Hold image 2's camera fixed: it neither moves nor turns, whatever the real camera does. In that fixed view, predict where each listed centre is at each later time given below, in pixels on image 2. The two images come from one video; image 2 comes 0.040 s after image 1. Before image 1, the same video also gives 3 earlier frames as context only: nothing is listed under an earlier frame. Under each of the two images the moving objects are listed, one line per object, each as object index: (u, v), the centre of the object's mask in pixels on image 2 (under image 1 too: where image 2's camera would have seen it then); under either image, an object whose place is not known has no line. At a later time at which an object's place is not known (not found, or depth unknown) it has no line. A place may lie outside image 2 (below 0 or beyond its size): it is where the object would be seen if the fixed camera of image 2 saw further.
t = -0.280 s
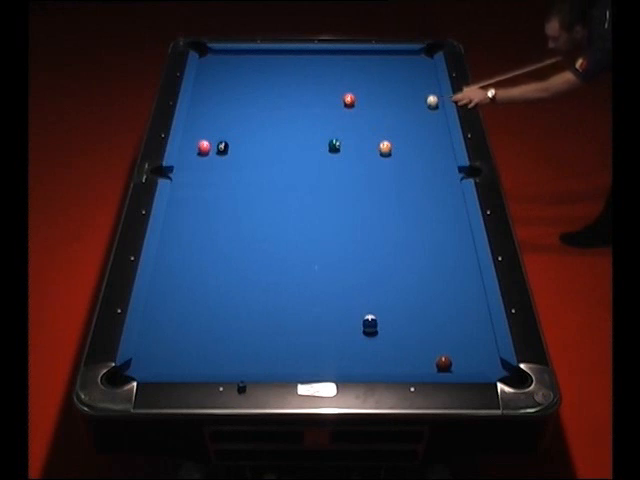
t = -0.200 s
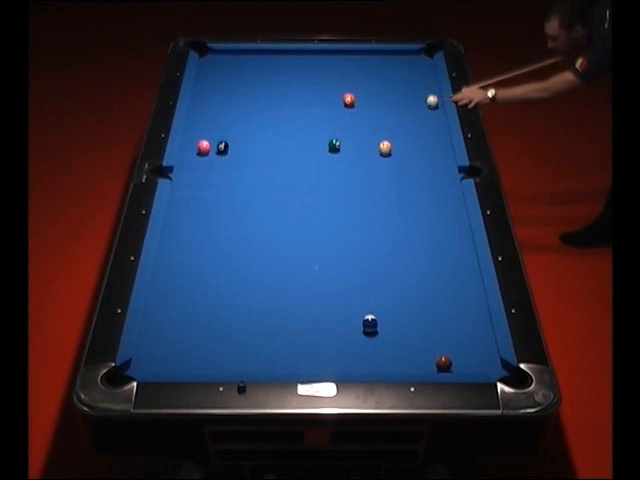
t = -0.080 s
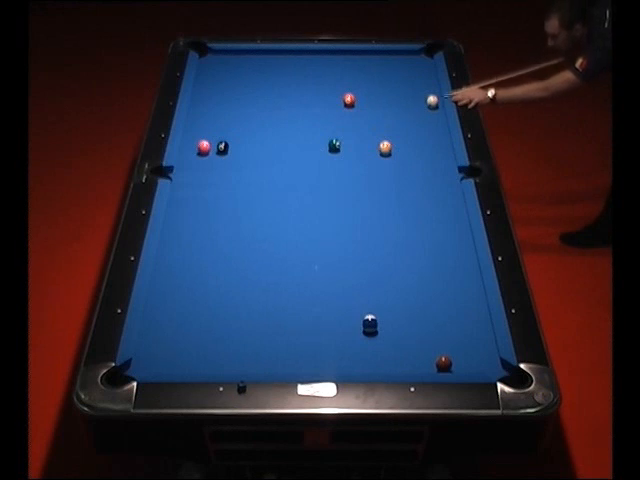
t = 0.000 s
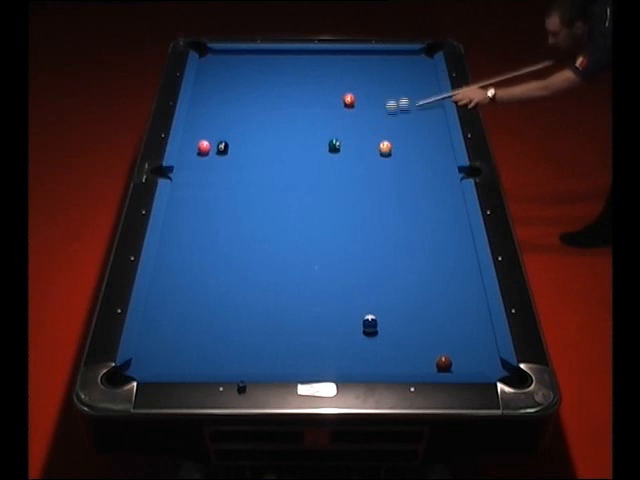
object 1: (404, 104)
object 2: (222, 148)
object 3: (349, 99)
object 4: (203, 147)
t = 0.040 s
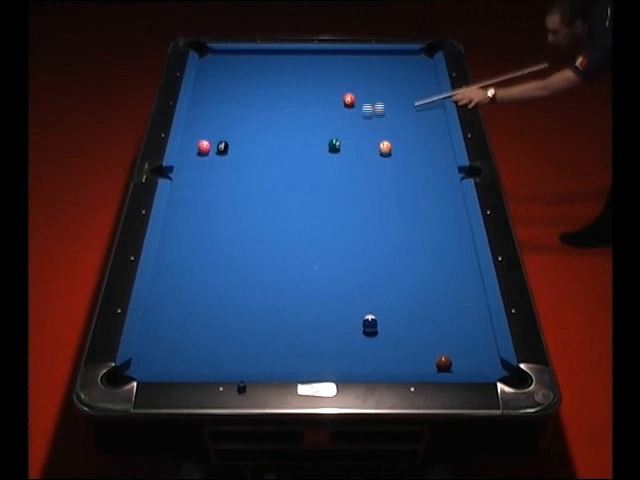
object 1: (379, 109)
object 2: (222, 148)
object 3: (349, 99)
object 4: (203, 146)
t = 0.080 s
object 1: (355, 113)
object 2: (222, 148)
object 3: (349, 99)
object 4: (203, 147)
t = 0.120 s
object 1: (331, 116)
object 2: (222, 148)
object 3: (349, 99)
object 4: (203, 147)
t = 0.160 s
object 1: (307, 120)
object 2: (222, 148)
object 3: (349, 99)
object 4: (203, 147)
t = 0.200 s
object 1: (283, 124)
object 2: (222, 148)
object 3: (349, 99)
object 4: (203, 146)
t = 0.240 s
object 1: (259, 127)
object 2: (222, 148)
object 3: (349, 99)
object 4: (203, 147)
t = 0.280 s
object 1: (235, 131)
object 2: (222, 148)
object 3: (349, 99)
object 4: (203, 147)
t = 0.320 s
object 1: (211, 134)
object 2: (222, 148)
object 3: (349, 99)
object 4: (203, 147)
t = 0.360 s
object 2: (222, 148)
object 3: (349, 99)
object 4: (203, 147)
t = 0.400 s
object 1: (213, 140)
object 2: (222, 148)
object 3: (349, 99)
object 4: (203, 146)
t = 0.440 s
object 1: (227, 136)
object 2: (227, 150)
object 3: (349, 99)
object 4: (203, 147)
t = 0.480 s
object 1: (236, 133)
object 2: (234, 155)
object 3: (349, 99)
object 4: (203, 148)
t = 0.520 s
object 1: (245, 130)
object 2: (241, 160)
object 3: (349, 99)
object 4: (203, 148)
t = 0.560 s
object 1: (254, 127)
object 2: (248, 164)
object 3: (349, 99)
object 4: (203, 149)
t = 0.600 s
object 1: (261, 125)
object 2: (255, 168)
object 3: (349, 99)
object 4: (203, 150)
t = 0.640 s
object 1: (265, 123)
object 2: (261, 172)
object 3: (349, 99)
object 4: (202, 151)
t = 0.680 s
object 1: (270, 122)
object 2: (267, 176)
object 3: (349, 99)
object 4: (202, 151)
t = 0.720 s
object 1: (277, 119)
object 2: (273, 180)
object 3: (349, 99)
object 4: (202, 151)
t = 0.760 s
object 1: (283, 117)
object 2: (279, 183)
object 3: (349, 99)
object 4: (202, 152)
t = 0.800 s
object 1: (289, 115)
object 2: (286, 187)
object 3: (349, 99)
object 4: (202, 153)
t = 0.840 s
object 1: (295, 113)
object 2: (292, 191)
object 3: (349, 99)
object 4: (202, 153)
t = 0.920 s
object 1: (306, 110)
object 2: (305, 199)
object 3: (349, 99)
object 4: (201, 154)
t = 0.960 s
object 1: (312, 107)
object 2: (311, 203)
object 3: (349, 99)
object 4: (201, 154)
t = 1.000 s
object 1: (318, 105)
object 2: (318, 207)
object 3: (349, 99)
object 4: (201, 155)
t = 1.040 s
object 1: (323, 104)
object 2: (325, 211)
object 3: (349, 99)
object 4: (201, 155)
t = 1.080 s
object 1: (329, 102)
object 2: (331, 216)
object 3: (349, 99)
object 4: (200, 156)
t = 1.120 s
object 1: (334, 100)
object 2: (338, 219)
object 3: (349, 99)
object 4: (200, 156)
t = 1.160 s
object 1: (337, 98)
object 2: (344, 223)
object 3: (350, 100)
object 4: (200, 157)
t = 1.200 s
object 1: (339, 96)
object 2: (351, 228)
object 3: (355, 100)
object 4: (200, 157)
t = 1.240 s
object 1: (340, 94)
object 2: (358, 232)
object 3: (358, 100)
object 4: (199, 157)
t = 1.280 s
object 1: (342, 92)
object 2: (365, 236)
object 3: (361, 100)
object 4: (199, 158)
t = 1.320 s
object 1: (343, 90)
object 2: (372, 240)
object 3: (364, 101)
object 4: (199, 158)
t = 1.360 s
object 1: (345, 88)
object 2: (379, 245)
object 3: (367, 101)
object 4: (199, 158)
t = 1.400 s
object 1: (346, 86)
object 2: (386, 249)
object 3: (371, 101)
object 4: (199, 159)
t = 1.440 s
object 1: (348, 84)
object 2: (393, 254)
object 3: (374, 102)
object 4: (198, 159)
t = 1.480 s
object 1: (350, 82)
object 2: (400, 258)
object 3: (377, 102)
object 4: (198, 159)
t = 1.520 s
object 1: (351, 80)
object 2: (407, 262)
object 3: (380, 102)
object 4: (198, 159)
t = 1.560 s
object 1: (353, 78)
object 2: (415, 267)
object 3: (383, 102)
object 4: (198, 159)
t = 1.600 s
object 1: (354, 76)
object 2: (422, 271)
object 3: (386, 102)
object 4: (198, 160)
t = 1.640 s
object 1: (356, 74)
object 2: (429, 276)
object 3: (389, 103)
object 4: (197, 160)
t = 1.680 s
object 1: (357, 73)
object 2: (437, 280)
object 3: (392, 103)
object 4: (197, 160)
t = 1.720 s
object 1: (359, 71)
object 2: (444, 285)
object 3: (395, 103)
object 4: (197, 160)
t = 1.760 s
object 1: (360, 69)
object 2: (452, 290)
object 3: (398, 104)
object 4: (197, 160)
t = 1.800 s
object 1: (361, 68)
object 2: (459, 294)
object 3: (400, 104)
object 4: (197, 161)
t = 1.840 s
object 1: (362, 65)
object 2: (467, 299)
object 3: (403, 104)
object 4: (197, 160)
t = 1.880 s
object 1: (363, 64)
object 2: (475, 304)
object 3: (406, 104)
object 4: (197, 161)
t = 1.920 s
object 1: (365, 62)
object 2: (480, 308)
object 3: (408, 104)
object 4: (196, 161)
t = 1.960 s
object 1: (366, 60)
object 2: (477, 312)
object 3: (411, 104)
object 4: (196, 161)
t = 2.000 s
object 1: (368, 58)
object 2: (473, 316)
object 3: (414, 105)
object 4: (196, 161)
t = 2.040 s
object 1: (369, 57)
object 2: (470, 319)
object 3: (417, 105)
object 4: (196, 161)
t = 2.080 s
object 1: (370, 55)
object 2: (468, 323)
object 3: (420, 105)
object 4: (196, 161)
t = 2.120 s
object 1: (371, 54)
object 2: (465, 327)
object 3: (422, 105)
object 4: (196, 161)
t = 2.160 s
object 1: (373, 52)
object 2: (463, 331)
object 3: (425, 106)
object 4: (196, 161)
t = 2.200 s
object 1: (374, 52)
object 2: (460, 335)
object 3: (428, 106)
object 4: (195, 161)
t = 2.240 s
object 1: (374, 52)
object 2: (457, 339)
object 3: (430, 106)
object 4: (195, 161)
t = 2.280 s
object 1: (374, 53)
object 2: (455, 342)
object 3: (433, 107)
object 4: (195, 161)
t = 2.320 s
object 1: (374, 54)
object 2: (452, 345)
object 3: (436, 107)
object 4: (195, 161)
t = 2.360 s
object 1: (375, 55)
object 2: (450, 348)
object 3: (438, 107)
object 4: (195, 161)
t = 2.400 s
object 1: (375, 55)
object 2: (447, 350)
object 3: (437, 107)
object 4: (195, 161)
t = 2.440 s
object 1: (375, 56)
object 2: (443, 351)
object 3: (436, 107)
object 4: (195, 161)
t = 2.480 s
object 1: (376, 57)
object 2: (440, 353)
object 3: (435, 108)
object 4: (196, 161)
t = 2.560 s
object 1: (377, 58)
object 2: (435, 354)
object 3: (432, 107)
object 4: (196, 161)
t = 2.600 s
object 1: (377, 58)
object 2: (432, 354)
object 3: (431, 108)
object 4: (196, 161)
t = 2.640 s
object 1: (377, 59)
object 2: (430, 355)
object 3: (430, 108)
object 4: (196, 161)
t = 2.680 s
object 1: (377, 60)
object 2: (427, 355)
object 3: (428, 108)
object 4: (196, 161)
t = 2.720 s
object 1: (377, 61)
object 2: (424, 355)
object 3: (427, 108)
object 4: (196, 161)
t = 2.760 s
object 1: (378, 61)
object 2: (421, 355)
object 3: (426, 108)
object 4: (196, 161)
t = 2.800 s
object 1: (378, 61)
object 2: (418, 355)
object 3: (425, 108)
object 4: (196, 161)
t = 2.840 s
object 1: (378, 62)
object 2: (416, 354)
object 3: (424, 108)
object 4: (196, 161)
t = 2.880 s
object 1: (379, 63)
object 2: (413, 354)
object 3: (423, 108)
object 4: (196, 161)
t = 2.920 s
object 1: (379, 64)
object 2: (410, 353)
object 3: (422, 108)
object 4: (196, 161)
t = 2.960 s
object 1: (379, 64)
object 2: (407, 353)
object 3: (421, 108)
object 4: (196, 161)
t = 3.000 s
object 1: (379, 65)
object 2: (405, 352)
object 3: (420, 108)
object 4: (196, 161)
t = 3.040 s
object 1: (380, 65)
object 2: (402, 352)
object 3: (419, 108)
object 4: (196, 161)
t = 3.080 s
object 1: (380, 66)
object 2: (400, 352)
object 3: (418, 108)
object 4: (196, 161)
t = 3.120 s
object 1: (380, 66)
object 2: (397, 352)
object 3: (417, 109)
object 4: (196, 161)
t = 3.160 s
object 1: (381, 67)
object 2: (394, 351)
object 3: (416, 109)
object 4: (196, 161)
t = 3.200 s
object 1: (381, 68)
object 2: (392, 351)
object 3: (415, 109)
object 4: (196, 161)
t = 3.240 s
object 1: (382, 68)
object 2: (389, 350)
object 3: (414, 109)
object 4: (196, 161)
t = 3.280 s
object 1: (382, 69)
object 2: (387, 350)
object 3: (414, 109)
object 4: (196, 161)
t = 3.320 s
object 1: (382, 69)
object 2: (385, 350)
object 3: (413, 109)
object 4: (196, 161)
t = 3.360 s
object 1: (382, 70)
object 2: (382, 349)
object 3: (412, 109)
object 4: (196, 161)
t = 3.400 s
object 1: (383, 70)
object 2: (380, 349)
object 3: (412, 109)
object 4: (196, 161)
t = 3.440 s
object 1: (383, 70)
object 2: (378, 349)
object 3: (411, 109)
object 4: (196, 161)
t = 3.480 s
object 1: (383, 71)
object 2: (376, 349)
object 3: (410, 109)
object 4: (196, 161)
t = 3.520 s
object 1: (383, 71)
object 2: (373, 349)
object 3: (410, 109)
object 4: (196, 161)
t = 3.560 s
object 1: (384, 72)
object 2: (371, 348)
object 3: (409, 109)
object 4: (196, 161)
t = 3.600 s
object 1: (384, 72)
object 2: (369, 348)
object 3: (408, 109)
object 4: (196, 161)
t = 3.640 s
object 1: (384, 72)
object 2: (367, 348)
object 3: (407, 109)
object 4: (196, 161)
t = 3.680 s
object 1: (384, 74)
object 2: (365, 347)
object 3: (407, 110)
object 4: (196, 162)
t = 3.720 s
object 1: (385, 75)
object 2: (362, 347)
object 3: (406, 111)
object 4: (196, 163)
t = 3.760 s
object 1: (385, 75)
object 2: (361, 347)
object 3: (406, 111)
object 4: (196, 163)
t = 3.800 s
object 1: (385, 76)
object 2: (359, 347)
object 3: (405, 111)
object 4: (196, 162)
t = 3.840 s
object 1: (385, 76)
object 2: (357, 346)
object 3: (405, 111)
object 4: (196, 162)
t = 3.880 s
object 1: (385, 76)
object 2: (355, 346)
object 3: (404, 111)
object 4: (196, 162)
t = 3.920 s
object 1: (385, 76)
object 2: (353, 346)
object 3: (404, 111)
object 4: (196, 162)
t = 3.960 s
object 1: (386, 77)
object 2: (351, 346)
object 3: (403, 111)
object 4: (196, 162)
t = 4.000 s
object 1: (386, 77)
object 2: (350, 345)
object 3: (403, 110)
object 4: (196, 162)
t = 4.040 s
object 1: (386, 77)
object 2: (348, 345)
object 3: (403, 111)
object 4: (196, 162)
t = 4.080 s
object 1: (386, 77)
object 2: (346, 345)
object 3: (402, 110)
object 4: (196, 162)
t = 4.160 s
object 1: (386, 78)
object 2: (343, 344)
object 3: (402, 111)
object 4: (196, 162)
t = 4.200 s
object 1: (386, 78)
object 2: (341, 344)
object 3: (402, 110)
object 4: (196, 162)
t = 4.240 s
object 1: (386, 78)
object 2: (340, 343)
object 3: (401, 111)
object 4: (196, 162)
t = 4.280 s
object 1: (387, 78)
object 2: (338, 343)
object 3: (401, 110)
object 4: (196, 162)
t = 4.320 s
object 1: (387, 78)
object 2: (337, 343)
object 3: (401, 111)
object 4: (196, 162)
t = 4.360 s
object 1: (387, 78)
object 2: (336, 343)
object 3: (401, 111)
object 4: (196, 162)
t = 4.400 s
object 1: (387, 79)
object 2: (334, 343)
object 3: (401, 111)
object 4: (196, 162)
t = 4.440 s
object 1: (387, 79)
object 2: (333, 343)
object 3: (401, 111)
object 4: (196, 162)
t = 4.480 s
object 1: (387, 79)
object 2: (331, 343)
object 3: (401, 110)
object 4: (196, 162)
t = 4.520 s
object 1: (387, 80)
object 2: (330, 343)
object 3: (400, 111)
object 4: (196, 162)
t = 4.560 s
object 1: (387, 80)
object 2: (329, 343)
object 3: (400, 111)
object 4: (196, 162)
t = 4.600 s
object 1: (387, 80)
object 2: (328, 343)
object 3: (401, 111)
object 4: (196, 162)
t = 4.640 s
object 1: (387, 80)
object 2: (327, 342)
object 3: (400, 111)
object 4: (196, 162)
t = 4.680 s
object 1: (387, 80)
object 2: (325, 342)
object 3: (400, 111)
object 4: (196, 161)
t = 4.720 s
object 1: (387, 80)
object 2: (324, 342)
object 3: (400, 111)
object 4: (196, 162)
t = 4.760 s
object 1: (387, 80)
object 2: (323, 343)
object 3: (400, 111)
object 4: (196, 162)
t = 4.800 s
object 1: (387, 80)
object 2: (322, 342)
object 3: (401, 111)
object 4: (196, 162)
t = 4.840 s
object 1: (387, 80)
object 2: (321, 342)
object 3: (401, 111)
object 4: (196, 161)
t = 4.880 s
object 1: (387, 80)
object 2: (321, 342)
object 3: (400, 111)
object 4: (196, 161)
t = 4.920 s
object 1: (387, 80)
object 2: (319, 342)
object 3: (400, 111)
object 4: (196, 161)
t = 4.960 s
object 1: (387, 80)
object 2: (318, 342)
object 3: (400, 111)
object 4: (196, 162)
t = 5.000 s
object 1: (387, 80)
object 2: (318, 342)
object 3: (401, 111)
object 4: (196, 161)
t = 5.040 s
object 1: (387, 80)
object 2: (317, 341)
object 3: (400, 111)
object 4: (196, 161)
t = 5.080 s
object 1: (387, 80)
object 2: (316, 342)
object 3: (400, 111)
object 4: (196, 161)
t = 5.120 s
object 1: (387, 80)
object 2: (315, 341)
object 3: (401, 111)
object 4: (195, 161)
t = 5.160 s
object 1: (387, 80)
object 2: (315, 341)
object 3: (401, 111)
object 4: (196, 161)
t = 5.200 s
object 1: (387, 80)
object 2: (314, 341)
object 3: (401, 110)
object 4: (196, 161)
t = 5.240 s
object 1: (387, 80)
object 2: (313, 341)
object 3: (400, 110)
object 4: (195, 161)
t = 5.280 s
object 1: (387, 80)
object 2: (313, 341)
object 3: (400, 111)
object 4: (196, 161)
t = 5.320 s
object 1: (387, 80)
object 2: (312, 341)
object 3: (400, 111)
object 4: (196, 161)
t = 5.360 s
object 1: (387, 80)
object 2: (312, 341)
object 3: (400, 111)
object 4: (196, 161)
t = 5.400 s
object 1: (387, 80)
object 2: (311, 341)
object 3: (401, 111)
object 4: (196, 162)
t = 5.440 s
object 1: (387, 80)
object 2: (311, 341)
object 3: (401, 111)
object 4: (195, 161)
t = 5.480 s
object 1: (387, 80)
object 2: (310, 341)
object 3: (400, 111)
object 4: (196, 161)
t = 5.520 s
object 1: (387, 80)
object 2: (310, 341)
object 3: (400, 111)
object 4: (195, 161)
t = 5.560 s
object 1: (387, 80)
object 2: (309, 342)
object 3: (401, 110)
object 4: (196, 161)
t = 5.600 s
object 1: (387, 80)
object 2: (309, 341)
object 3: (400, 110)
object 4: (196, 161)
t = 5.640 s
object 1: (387, 80)
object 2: (309, 342)
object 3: (401, 110)
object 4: (196, 161)
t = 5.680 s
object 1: (387, 80)
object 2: (309, 341)
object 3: (401, 111)
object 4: (195, 161)
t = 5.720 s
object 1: (387, 80)
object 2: (308, 341)
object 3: (401, 111)
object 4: (195, 161)
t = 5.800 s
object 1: (387, 80)
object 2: (308, 341)
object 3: (401, 110)
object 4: (195, 161)
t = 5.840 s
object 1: (387, 80)
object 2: (308, 341)
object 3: (401, 111)
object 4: (195, 161)
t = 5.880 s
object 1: (387, 80)
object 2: (308, 341)
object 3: (401, 111)
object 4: (195, 161)
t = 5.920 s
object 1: (387, 80)
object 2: (308, 341)
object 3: (401, 111)
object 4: (196, 161)
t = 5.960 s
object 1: (387, 80)
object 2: (307, 342)
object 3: (401, 111)
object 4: (196, 161)
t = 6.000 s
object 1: (387, 80)
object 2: (308, 341)
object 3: (401, 110)
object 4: (196, 161)
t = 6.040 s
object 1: (387, 80)
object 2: (307, 341)
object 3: (401, 111)
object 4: (196, 161)
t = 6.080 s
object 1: (387, 80)
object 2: (308, 341)
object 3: (401, 110)
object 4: (196, 161)
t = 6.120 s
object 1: (387, 80)
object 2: (307, 341)
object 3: (401, 110)
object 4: (196, 161)
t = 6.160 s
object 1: (387, 80)
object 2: (307, 342)
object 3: (401, 111)
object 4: (196, 161)
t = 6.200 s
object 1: (387, 80)
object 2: (308, 341)
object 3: (401, 111)
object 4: (196, 161)
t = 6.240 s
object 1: (387, 80)
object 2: (307, 342)
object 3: (401, 111)
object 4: (196, 161)
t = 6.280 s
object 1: (387, 80)
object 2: (308, 341)
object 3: (401, 111)
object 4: (196, 161)
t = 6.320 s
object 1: (387, 80)
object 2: (308, 341)
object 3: (401, 111)
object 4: (196, 161)
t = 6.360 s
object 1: (387, 80)
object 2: (307, 342)
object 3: (401, 111)
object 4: (196, 161)
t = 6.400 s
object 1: (387, 80)
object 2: (308, 341)
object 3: (401, 111)
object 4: (196, 161)
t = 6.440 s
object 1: (387, 80)
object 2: (308, 341)
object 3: (401, 111)
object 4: (196, 161)
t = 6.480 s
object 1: (387, 80)
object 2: (307, 342)
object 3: (401, 111)
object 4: (196, 161)
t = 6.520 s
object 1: (387, 80)
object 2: (307, 342)
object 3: (401, 111)
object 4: (196, 161)
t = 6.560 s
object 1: (387, 80)
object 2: (307, 342)
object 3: (401, 111)
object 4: (196, 161)
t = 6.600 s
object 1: (387, 80)
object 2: (308, 341)
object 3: (401, 111)
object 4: (196, 161)
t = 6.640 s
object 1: (387, 80)
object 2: (308, 341)
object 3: (401, 111)
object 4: (196, 161)
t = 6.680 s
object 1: (387, 80)
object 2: (308, 341)
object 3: (400, 111)
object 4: (196, 161)
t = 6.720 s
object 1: (387, 80)
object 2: (308, 341)
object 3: (401, 110)
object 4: (196, 161)
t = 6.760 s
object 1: (387, 80)
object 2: (307, 342)
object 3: (401, 111)
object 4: (196, 161)
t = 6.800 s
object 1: (387, 80)
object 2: (308, 341)
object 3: (401, 111)
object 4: (196, 161)
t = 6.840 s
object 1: (387, 80)
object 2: (307, 341)
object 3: (401, 111)
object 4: (196, 161)
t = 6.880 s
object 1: (387, 80)
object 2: (307, 341)
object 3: (401, 111)
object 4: (196, 161)
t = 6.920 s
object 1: (387, 80)
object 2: (307, 342)
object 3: (401, 110)
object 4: (196, 161)
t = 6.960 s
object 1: (387, 80)
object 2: (307, 341)
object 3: (400, 111)
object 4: (195, 161)
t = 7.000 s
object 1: (387, 80)
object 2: (307, 342)
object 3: (400, 111)
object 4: (195, 161)
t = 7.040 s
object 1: (387, 80)
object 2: (308, 341)
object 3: (400, 111)
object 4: (195, 161)
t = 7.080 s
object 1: (387, 80)
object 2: (307, 342)
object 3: (400, 111)
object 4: (195, 161)
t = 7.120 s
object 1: (387, 80)
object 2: (307, 342)
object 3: (400, 111)
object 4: (195, 161)
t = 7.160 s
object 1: (387, 80)
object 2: (307, 342)
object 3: (400, 111)
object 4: (195, 161)
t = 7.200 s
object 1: (387, 80)
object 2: (307, 342)
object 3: (400, 111)
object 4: (195, 161)
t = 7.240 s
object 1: (387, 80)
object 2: (307, 342)
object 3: (400, 111)
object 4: (195, 161)
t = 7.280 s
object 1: (387, 80)
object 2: (307, 342)
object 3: (400, 111)
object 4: (195, 161)
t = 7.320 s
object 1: (387, 80)
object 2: (307, 341)
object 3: (400, 111)
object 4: (195, 161)
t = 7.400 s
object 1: (387, 80)
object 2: (307, 341)
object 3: (400, 111)
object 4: (195, 161)
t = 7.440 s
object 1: (387, 80)
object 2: (307, 341)
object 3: (400, 111)
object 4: (195, 161)
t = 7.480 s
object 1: (387, 80)
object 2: (307, 341)
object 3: (400, 111)
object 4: (195, 161)
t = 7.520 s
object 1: (387, 80)
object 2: (307, 342)
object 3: (400, 111)
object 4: (195, 161)
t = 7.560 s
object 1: (387, 80)
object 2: (307, 342)
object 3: (400, 111)
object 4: (195, 161)
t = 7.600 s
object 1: (387, 80)
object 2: (307, 342)
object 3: (400, 111)
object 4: (195, 161)
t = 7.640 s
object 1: (387, 80)
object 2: (307, 342)
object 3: (400, 111)
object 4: (195, 161)
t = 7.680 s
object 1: (387, 80)
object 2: (307, 342)
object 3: (400, 111)
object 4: (195, 161)
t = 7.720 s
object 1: (387, 80)
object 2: (307, 342)
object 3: (400, 111)
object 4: (195, 161)
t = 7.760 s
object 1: (387, 80)
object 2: (307, 342)
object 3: (400, 111)
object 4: (195, 161)
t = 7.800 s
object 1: (387, 80)
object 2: (307, 342)
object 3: (400, 111)
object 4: (196, 161)
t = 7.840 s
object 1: (387, 80)
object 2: (307, 342)
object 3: (400, 111)
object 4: (196, 161)
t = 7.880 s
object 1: (387, 80)
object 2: (307, 342)
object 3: (400, 111)
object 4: (195, 161)
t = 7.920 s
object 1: (387, 80)
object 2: (307, 341)
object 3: (400, 111)
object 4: (195, 161)
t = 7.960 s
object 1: (387, 80)
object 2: (307, 341)
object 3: (400, 111)
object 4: (195, 161)
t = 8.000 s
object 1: (387, 80)
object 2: (307, 341)
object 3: (400, 111)
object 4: (195, 161)
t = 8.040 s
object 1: (387, 80)
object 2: (307, 341)
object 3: (400, 111)
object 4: (195, 161)
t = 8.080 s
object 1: (387, 80)
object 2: (307, 342)
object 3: (400, 111)
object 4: (195, 161)
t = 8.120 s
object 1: (387, 80)
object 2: (307, 342)
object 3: (400, 111)
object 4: (195, 161)
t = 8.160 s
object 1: (387, 80)
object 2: (307, 342)
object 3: (400, 111)
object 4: (195, 161)
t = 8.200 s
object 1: (387, 80)
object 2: (307, 342)
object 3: (400, 111)
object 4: (195, 161)
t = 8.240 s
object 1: (387, 80)
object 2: (307, 341)
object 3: (400, 111)
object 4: (195, 161)
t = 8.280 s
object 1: (387, 80)
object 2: (307, 342)
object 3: (400, 111)
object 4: (195, 161)
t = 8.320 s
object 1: (387, 80)
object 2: (307, 341)
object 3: (400, 111)
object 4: (195, 161)
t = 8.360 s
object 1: (387, 80)
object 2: (307, 342)
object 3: (400, 111)
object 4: (195, 161)
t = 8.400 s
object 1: (387, 80)
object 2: (307, 342)
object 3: (400, 111)
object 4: (195, 161)
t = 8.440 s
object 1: (387, 80)
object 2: (307, 342)
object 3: (400, 111)
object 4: (195, 161)
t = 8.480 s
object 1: (387, 80)
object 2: (307, 342)
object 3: (400, 111)
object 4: (195, 161)
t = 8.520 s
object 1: (387, 80)
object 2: (307, 342)
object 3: (400, 111)
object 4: (195, 161)
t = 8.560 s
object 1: (387, 80)
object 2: (307, 342)
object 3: (400, 111)
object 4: (195, 161)
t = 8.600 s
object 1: (387, 80)
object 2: (307, 342)
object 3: (400, 111)
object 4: (195, 161)
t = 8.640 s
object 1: (387, 80)
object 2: (307, 341)
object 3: (400, 111)
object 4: (195, 161)
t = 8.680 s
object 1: (387, 80)
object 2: (307, 341)
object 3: (400, 111)
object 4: (195, 162)
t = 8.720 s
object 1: (387, 80)
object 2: (307, 341)
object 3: (400, 111)
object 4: (195, 161)
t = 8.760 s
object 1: (387, 80)
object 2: (307, 341)
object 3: (400, 111)
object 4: (195, 161)
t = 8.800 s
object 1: (387, 80)
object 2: (307, 342)
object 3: (400, 111)
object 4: (195, 161)
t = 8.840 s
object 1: (387, 80)
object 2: (307, 342)
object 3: (400, 111)
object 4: (195, 161)
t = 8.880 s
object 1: (387, 80)
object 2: (307, 342)
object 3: (400, 111)
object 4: (195, 161)
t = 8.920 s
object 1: (387, 80)
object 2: (307, 342)
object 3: (400, 111)
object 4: (195, 161)
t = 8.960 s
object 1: (387, 80)
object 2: (307, 342)
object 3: (400, 111)
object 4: (195, 161)
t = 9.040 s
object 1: (387, 80)
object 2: (307, 341)
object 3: (400, 111)
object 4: (195, 161)
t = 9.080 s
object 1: (387, 80)
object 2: (307, 341)
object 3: (400, 111)
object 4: (195, 161)
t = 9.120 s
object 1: (387, 80)
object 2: (307, 342)
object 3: (400, 111)
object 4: (195, 161)
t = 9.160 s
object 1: (387, 80)
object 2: (307, 342)
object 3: (400, 111)
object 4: (195, 161)
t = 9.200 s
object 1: (387, 80)
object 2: (307, 342)
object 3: (400, 111)
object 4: (195, 162)
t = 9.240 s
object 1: (387, 80)
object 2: (307, 342)
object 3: (400, 111)
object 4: (195, 161)
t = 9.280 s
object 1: (387, 80)
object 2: (307, 342)
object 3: (400, 111)
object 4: (195, 161)
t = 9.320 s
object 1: (387, 80)
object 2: (307, 341)
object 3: (400, 111)
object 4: (195, 161)
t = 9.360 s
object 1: (387, 80)
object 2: (307, 341)
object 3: (400, 111)
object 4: (195, 161)
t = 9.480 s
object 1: (387, 80)
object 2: (307, 342)
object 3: (400, 111)
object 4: (195, 161)
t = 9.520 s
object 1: (387, 80)
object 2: (307, 342)
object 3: (400, 111)
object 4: (195, 161)
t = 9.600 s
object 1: (387, 80)
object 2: (307, 342)
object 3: (400, 111)
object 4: (195, 161)
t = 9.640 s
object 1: (387, 80)
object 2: (307, 342)
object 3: (400, 111)
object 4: (195, 161)
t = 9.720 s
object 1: (387, 80)
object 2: (307, 342)
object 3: (400, 111)
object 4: (196, 161)
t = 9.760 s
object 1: (387, 80)
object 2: (307, 342)
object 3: (400, 111)
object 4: (195, 161)
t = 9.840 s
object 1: (387, 80)
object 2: (307, 342)
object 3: (400, 111)
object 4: (196, 161)
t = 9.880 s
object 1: (387, 80)
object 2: (307, 342)
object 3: (400, 111)
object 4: (195, 161)
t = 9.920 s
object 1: (387, 80)
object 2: (307, 342)
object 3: (400, 111)
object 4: (195, 161)
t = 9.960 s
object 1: (387, 80)
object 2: (307, 342)
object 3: (400, 111)
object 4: (196, 161)
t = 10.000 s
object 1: (387, 80)
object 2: (307, 342)
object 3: (400, 111)
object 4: (195, 161)
